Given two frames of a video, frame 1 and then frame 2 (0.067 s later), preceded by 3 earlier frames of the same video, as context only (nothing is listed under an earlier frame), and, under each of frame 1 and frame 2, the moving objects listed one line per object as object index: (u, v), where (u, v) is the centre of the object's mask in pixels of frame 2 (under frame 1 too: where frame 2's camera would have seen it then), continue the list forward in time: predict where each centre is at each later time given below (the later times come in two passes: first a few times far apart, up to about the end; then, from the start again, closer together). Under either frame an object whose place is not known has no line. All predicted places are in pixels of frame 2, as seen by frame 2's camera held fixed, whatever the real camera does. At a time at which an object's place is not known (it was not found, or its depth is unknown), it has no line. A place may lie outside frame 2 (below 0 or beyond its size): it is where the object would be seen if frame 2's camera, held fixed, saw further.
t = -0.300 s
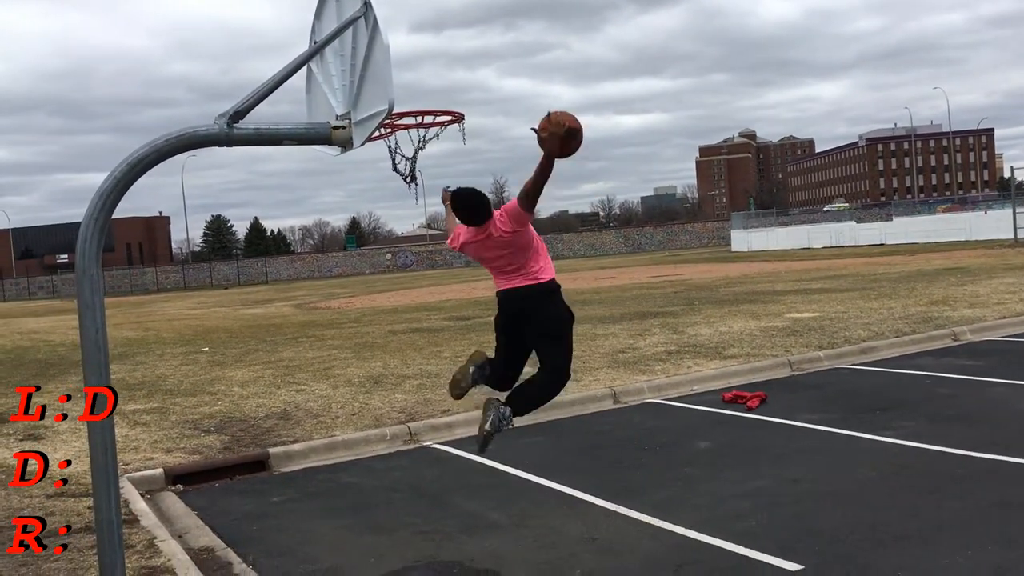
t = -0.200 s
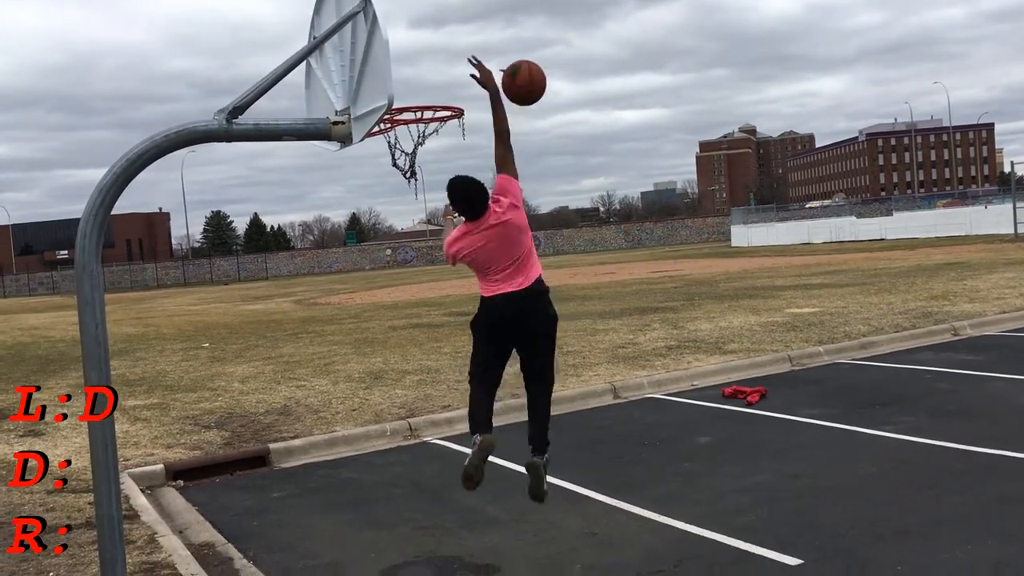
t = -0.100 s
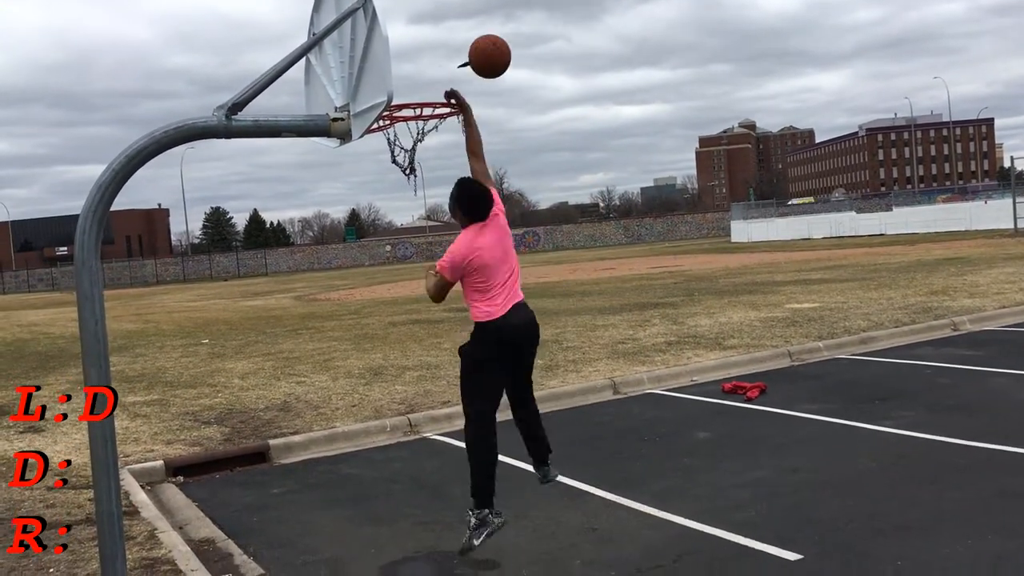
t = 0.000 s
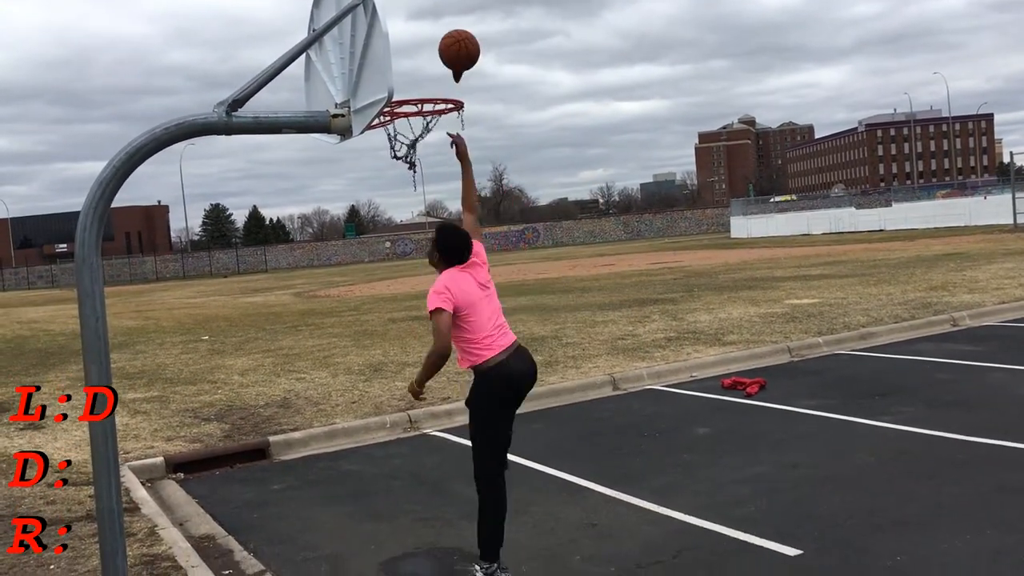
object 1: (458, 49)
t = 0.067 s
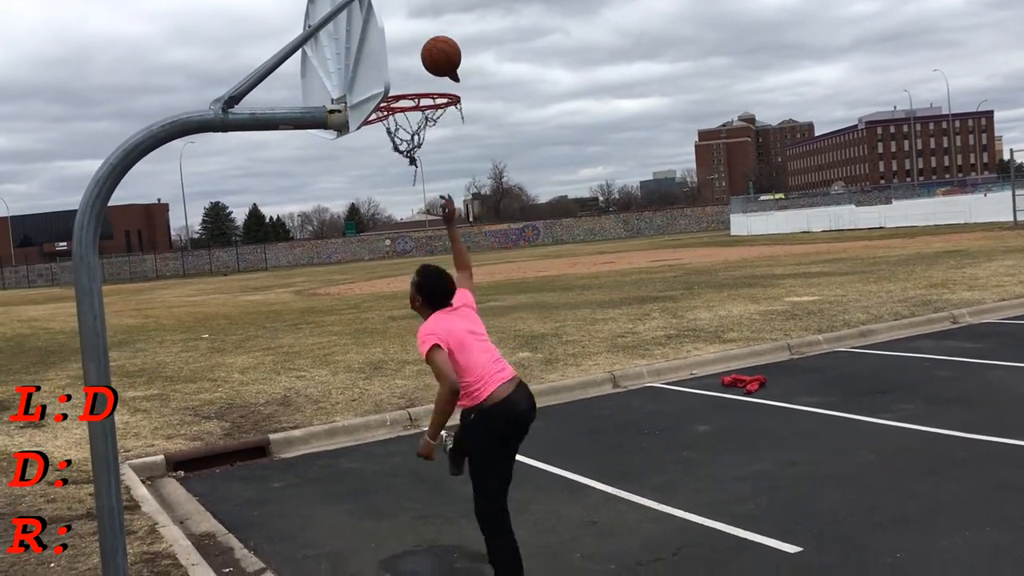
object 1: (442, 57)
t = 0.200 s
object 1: (410, 91)
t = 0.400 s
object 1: (374, 188)
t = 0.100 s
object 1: (433, 63)
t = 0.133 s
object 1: (425, 71)
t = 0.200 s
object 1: (410, 91)
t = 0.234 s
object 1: (404, 105)
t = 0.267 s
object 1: (399, 121)
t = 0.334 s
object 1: (384, 151)
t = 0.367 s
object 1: (379, 169)
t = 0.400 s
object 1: (374, 188)
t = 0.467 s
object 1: (364, 229)
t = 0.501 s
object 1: (361, 251)
